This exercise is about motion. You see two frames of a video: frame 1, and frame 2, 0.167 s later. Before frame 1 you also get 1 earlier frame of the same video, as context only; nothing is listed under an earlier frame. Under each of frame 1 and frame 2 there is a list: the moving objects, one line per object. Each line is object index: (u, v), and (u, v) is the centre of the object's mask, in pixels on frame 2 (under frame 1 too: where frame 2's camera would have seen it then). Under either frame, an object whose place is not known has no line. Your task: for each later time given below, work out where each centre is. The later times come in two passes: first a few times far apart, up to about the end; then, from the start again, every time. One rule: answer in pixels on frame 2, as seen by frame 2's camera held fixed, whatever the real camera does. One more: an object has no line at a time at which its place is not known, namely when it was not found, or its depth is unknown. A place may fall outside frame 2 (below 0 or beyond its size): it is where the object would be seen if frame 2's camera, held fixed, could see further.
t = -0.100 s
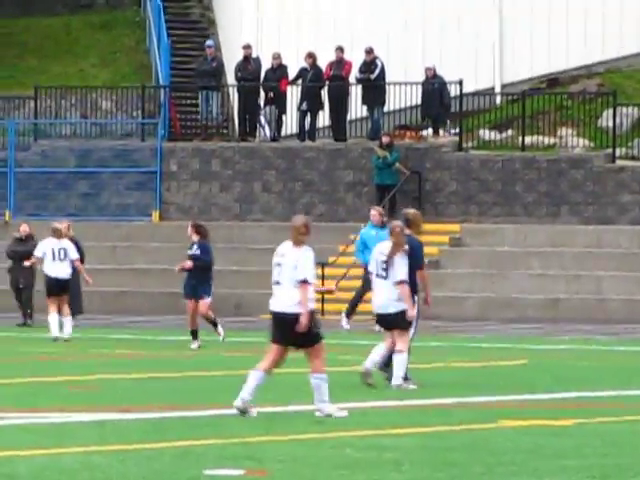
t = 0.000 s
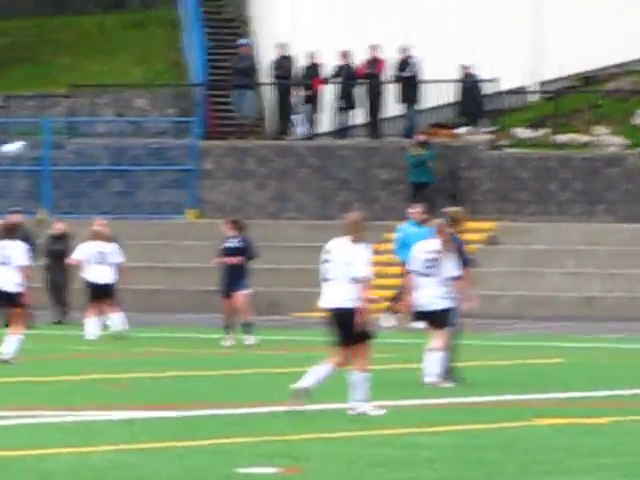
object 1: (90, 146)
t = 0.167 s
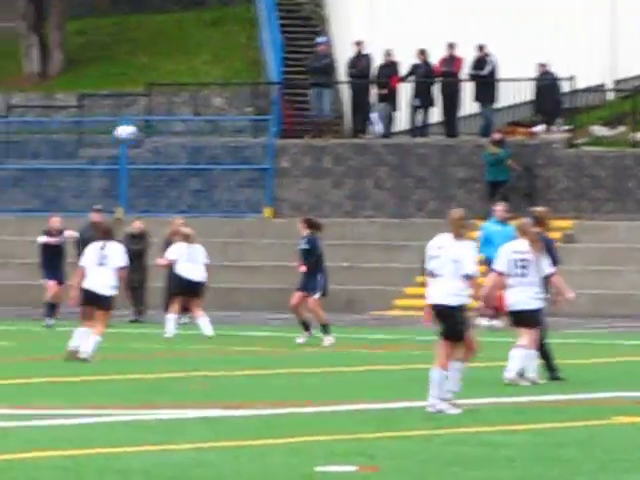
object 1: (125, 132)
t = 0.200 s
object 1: (133, 130)
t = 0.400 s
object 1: (177, 142)
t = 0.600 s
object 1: (224, 184)
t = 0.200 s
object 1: (133, 130)
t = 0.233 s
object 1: (140, 130)
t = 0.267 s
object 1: (148, 131)
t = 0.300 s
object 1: (155, 133)
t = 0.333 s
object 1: (163, 134)
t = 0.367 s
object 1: (170, 138)
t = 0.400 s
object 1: (177, 142)
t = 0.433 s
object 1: (184, 147)
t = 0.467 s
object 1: (193, 152)
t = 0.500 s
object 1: (200, 159)
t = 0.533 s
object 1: (209, 166)
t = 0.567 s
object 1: (216, 175)
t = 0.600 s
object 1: (224, 184)
